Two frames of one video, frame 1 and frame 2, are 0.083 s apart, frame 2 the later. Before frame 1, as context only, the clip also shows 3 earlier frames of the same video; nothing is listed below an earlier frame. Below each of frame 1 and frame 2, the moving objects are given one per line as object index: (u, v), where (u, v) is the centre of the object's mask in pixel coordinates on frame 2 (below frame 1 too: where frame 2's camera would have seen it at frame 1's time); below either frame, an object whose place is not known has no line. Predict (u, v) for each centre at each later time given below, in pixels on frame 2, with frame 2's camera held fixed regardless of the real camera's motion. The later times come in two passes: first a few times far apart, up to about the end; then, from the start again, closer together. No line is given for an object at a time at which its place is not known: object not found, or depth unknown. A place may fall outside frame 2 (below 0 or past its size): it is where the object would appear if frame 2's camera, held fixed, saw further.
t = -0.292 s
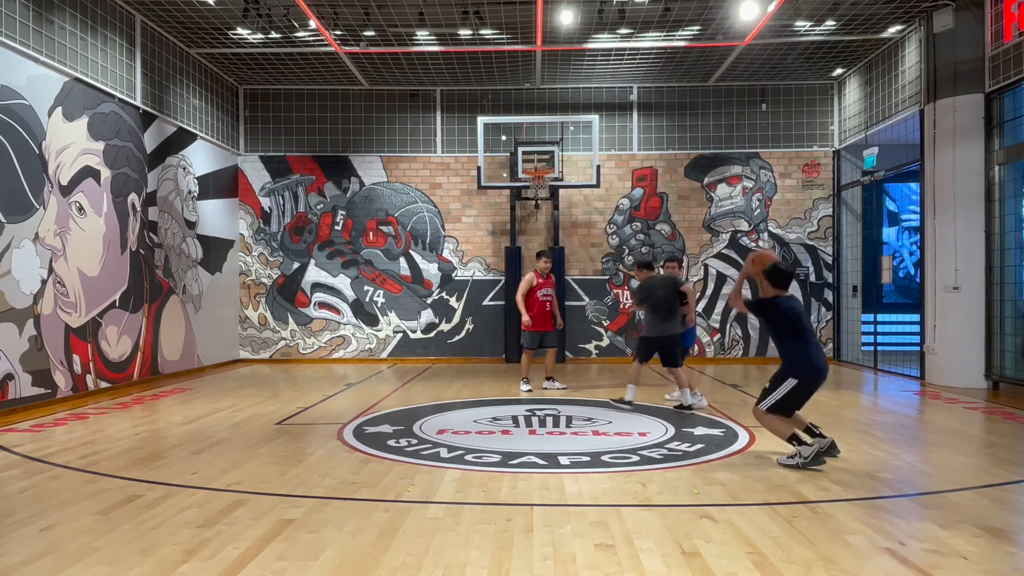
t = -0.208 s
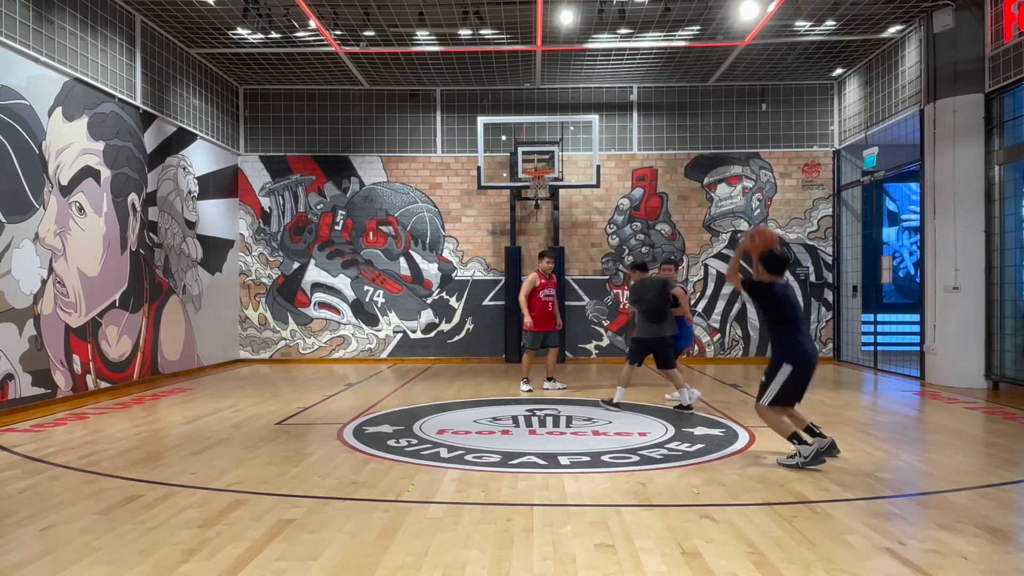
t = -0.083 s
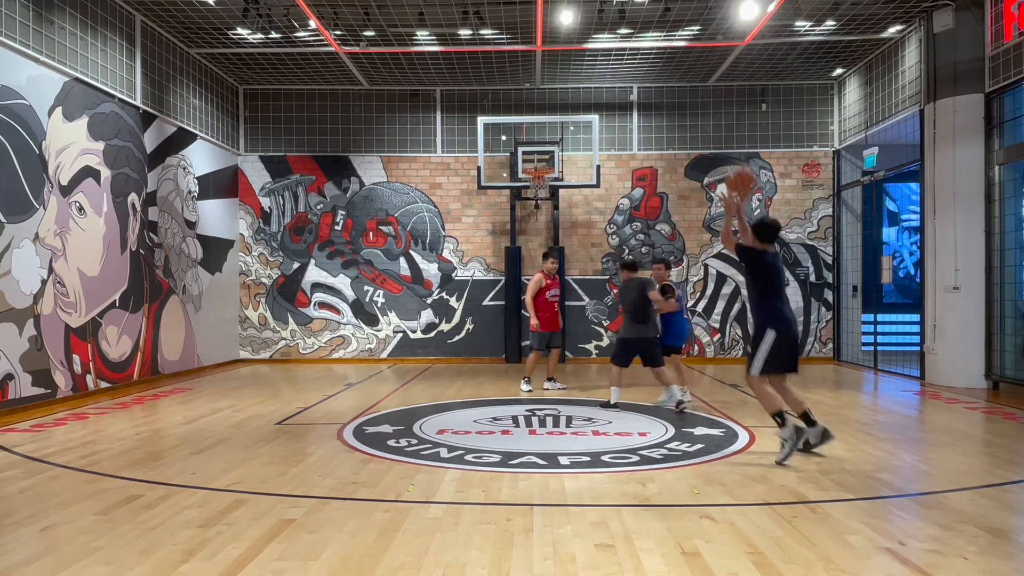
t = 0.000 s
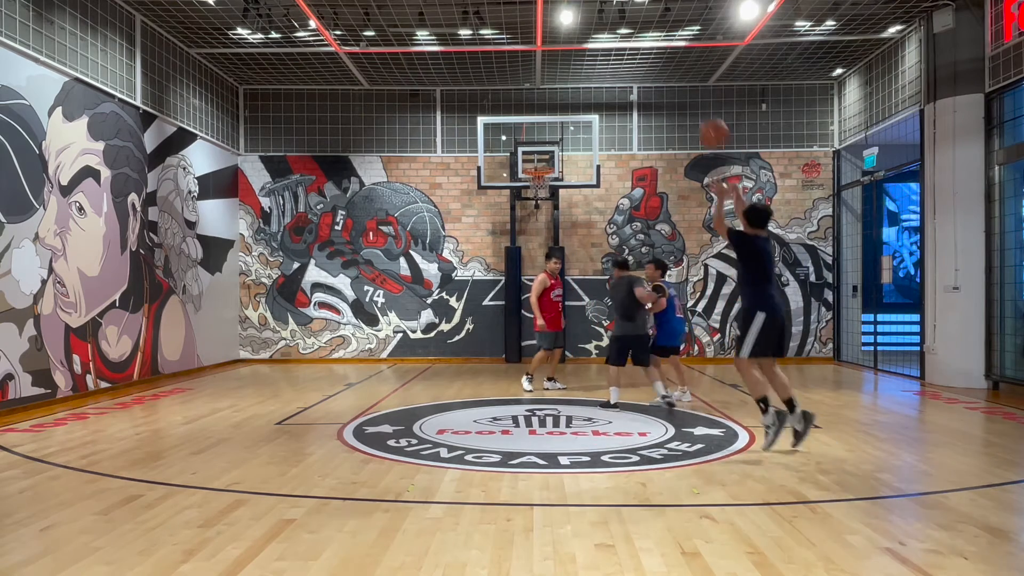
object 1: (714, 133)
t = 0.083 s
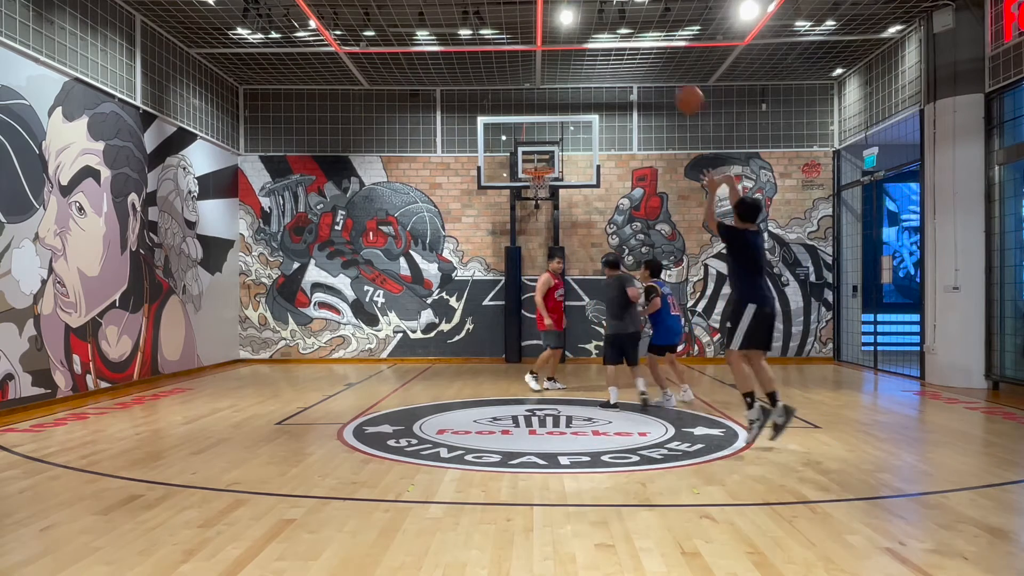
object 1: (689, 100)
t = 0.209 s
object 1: (658, 68)
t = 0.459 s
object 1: (608, 58)
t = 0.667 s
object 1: (577, 87)
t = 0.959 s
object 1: (544, 166)
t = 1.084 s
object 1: (536, 198)
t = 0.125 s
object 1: (678, 87)
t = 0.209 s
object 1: (658, 68)
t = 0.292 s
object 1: (639, 58)
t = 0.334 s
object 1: (631, 56)
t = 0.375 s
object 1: (623, 55)
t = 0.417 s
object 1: (615, 56)
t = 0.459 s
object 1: (608, 58)
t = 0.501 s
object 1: (601, 61)
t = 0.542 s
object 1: (595, 66)
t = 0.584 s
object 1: (589, 71)
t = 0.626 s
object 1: (583, 78)
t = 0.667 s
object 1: (577, 87)
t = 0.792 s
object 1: (562, 116)
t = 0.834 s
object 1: (557, 128)
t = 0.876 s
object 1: (552, 139)
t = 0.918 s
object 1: (548, 153)
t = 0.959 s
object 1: (544, 166)
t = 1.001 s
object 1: (541, 175)
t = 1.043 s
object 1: (537, 188)
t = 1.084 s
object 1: (536, 198)
